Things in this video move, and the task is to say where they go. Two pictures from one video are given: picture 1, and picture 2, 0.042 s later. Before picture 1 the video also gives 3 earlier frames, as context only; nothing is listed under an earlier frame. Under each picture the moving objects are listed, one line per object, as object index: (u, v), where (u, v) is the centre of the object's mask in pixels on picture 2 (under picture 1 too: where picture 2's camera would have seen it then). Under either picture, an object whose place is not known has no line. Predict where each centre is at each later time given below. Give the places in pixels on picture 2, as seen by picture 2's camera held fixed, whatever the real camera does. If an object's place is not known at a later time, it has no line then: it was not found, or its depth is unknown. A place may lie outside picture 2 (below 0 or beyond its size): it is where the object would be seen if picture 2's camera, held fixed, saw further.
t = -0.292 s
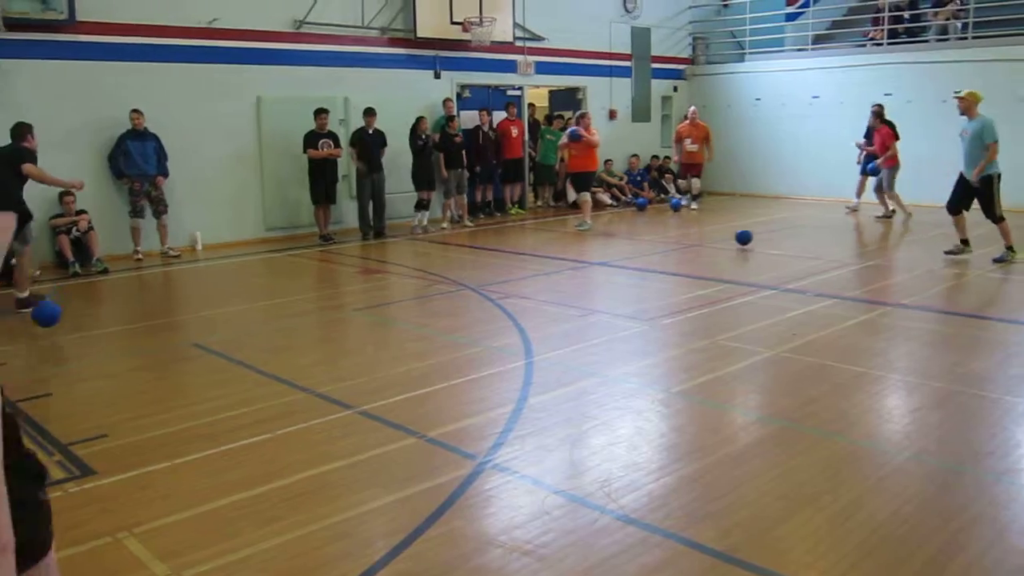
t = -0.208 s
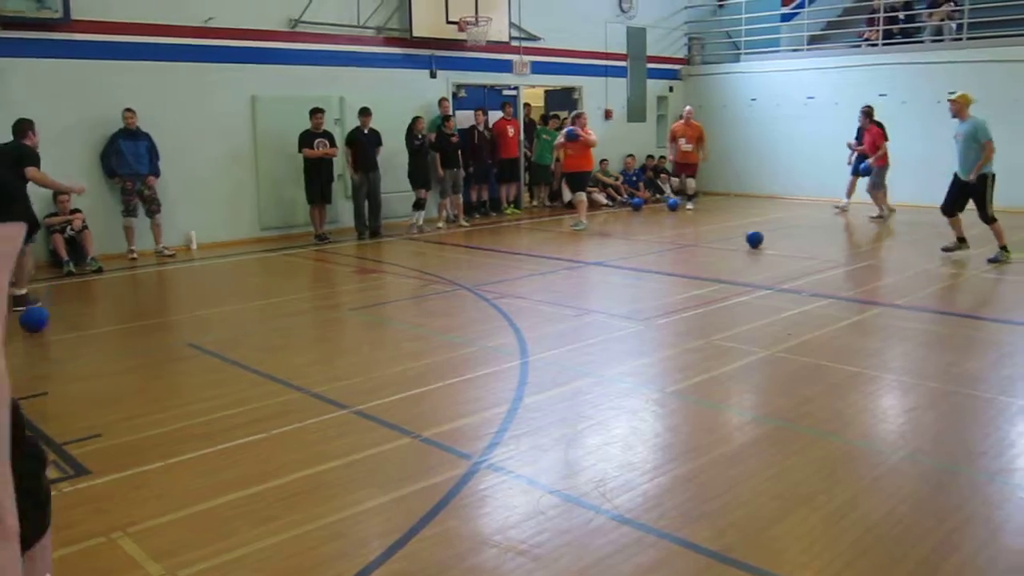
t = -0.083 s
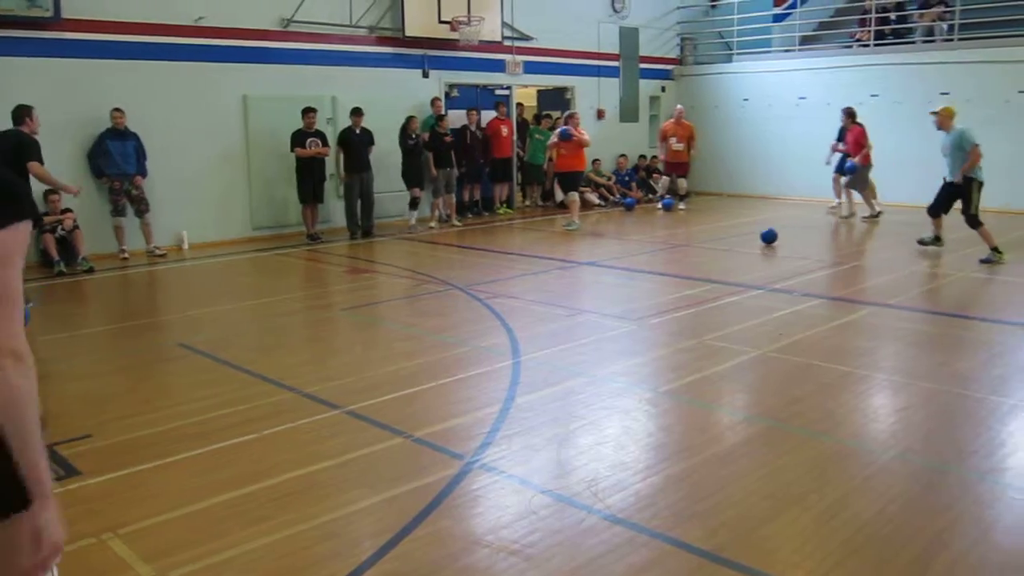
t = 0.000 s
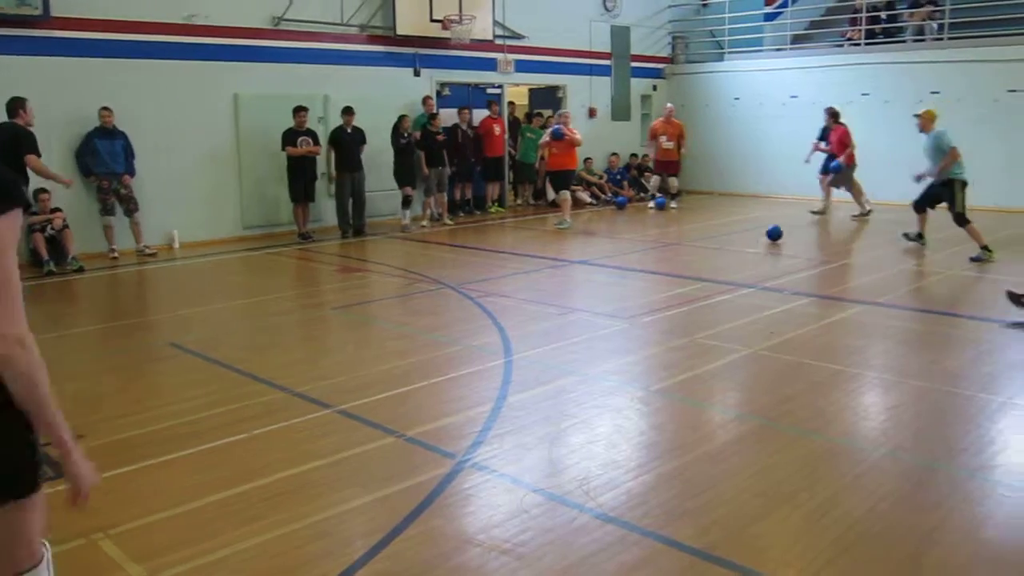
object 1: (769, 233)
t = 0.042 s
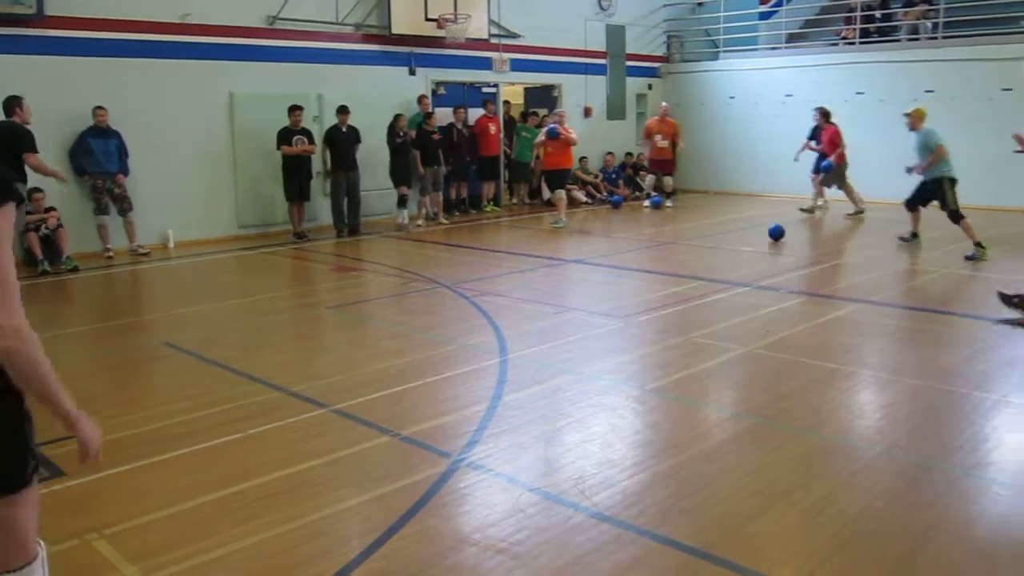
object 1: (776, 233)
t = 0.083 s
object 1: (783, 231)
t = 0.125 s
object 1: (790, 231)
